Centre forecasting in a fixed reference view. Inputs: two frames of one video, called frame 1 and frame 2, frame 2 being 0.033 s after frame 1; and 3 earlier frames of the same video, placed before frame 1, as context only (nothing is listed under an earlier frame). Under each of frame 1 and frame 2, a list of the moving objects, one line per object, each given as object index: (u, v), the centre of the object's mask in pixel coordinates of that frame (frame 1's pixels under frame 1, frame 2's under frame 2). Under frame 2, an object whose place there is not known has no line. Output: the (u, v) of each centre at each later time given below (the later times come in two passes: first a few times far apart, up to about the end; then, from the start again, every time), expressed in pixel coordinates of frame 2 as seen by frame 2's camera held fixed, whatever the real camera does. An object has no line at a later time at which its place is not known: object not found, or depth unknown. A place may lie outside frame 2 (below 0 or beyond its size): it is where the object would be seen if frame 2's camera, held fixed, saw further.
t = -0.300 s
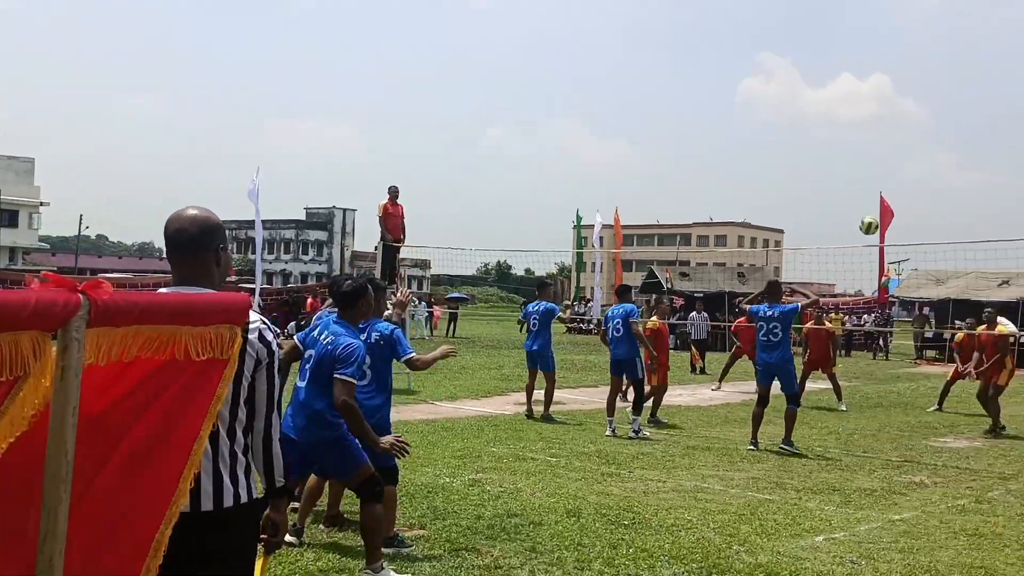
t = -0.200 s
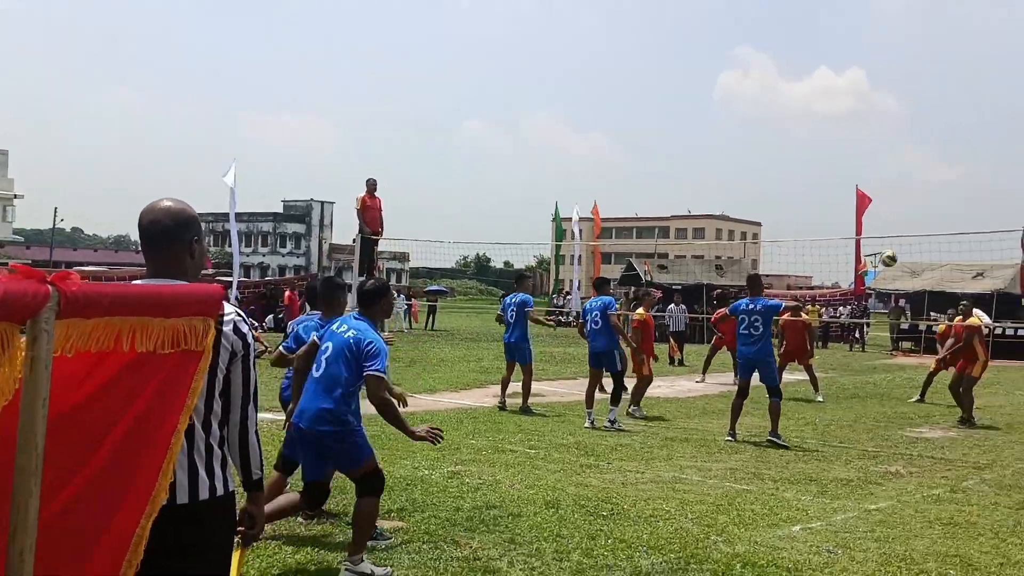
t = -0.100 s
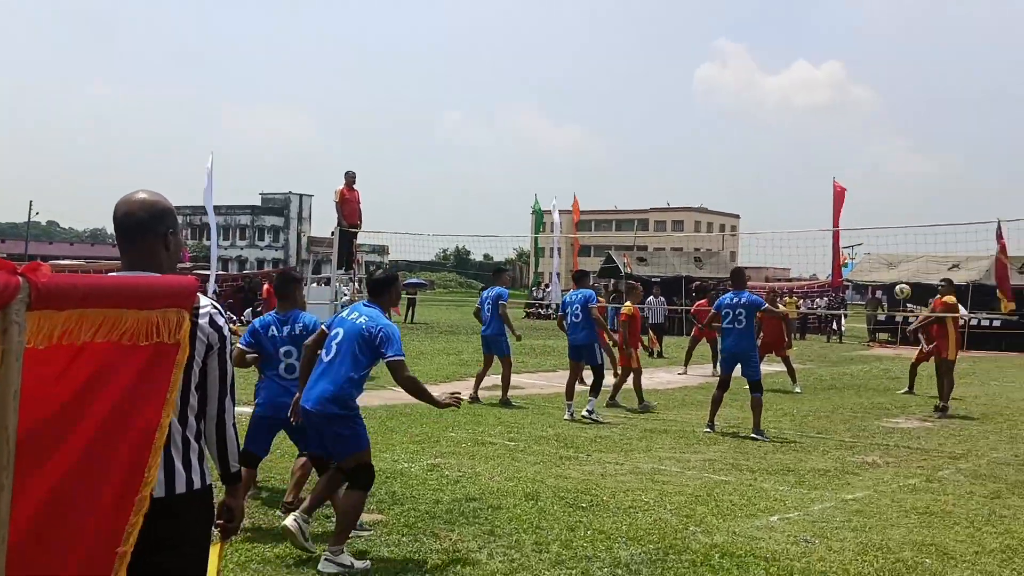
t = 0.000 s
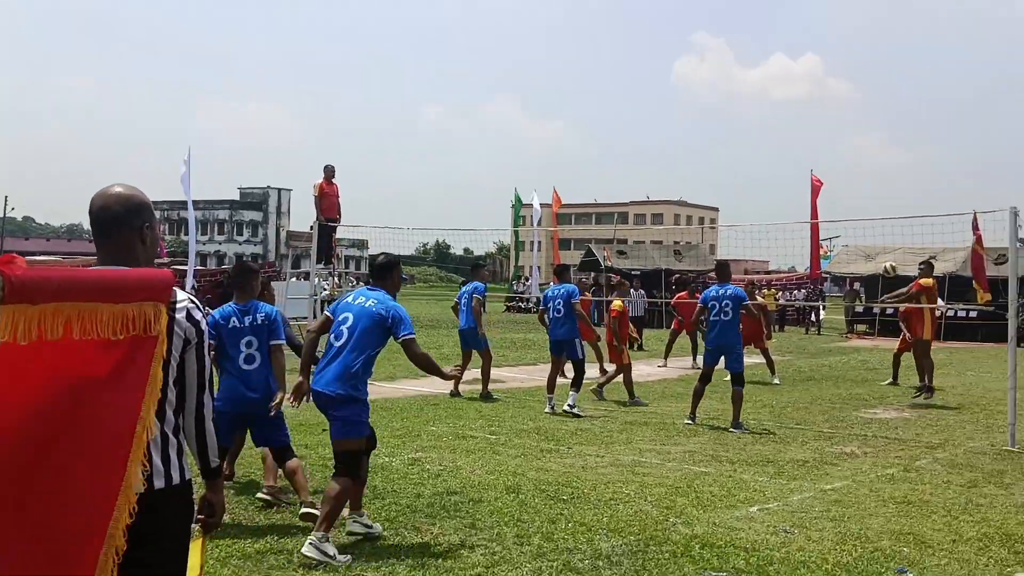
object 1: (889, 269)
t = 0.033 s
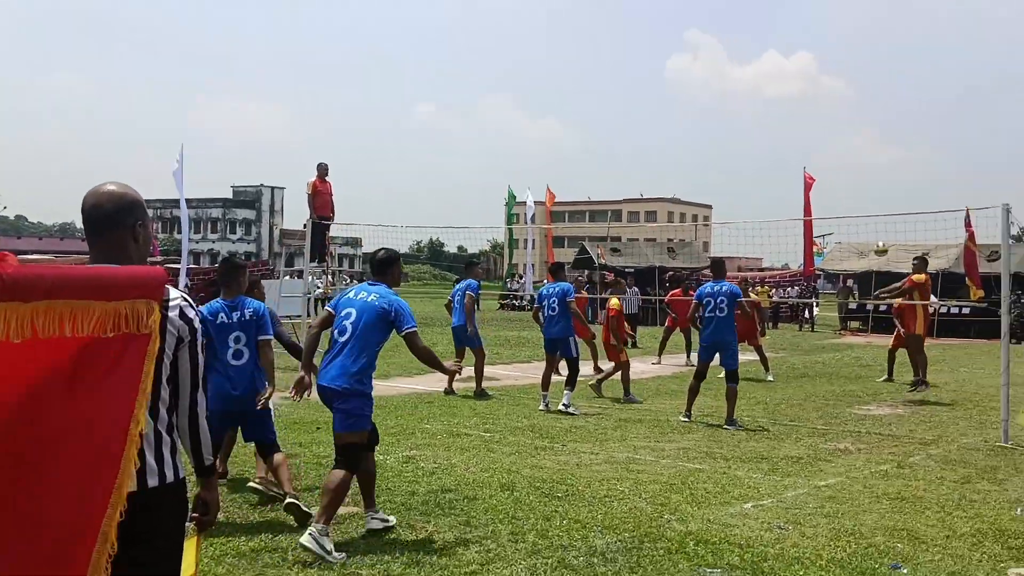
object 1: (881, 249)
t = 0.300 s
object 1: (861, 140)
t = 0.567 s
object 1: (844, 81)
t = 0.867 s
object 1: (828, 76)
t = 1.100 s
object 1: (811, 120)
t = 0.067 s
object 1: (878, 234)
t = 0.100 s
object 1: (876, 218)
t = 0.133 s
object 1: (873, 203)
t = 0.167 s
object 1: (871, 189)
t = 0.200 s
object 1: (869, 175)
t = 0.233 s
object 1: (867, 163)
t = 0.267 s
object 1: (864, 151)
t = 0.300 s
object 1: (861, 140)
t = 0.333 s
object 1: (859, 129)
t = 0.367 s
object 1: (857, 120)
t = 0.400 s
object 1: (855, 112)
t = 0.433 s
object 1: (852, 104)
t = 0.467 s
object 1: (849, 98)
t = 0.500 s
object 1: (847, 92)
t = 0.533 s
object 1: (846, 86)
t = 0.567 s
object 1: (844, 81)
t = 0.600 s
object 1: (841, 78)
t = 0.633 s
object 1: (839, 75)
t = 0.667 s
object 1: (837, 73)
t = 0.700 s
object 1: (836, 72)
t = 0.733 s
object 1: (835, 70)
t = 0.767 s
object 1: (834, 70)
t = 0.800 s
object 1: (832, 72)
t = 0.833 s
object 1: (830, 74)
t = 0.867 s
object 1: (828, 76)
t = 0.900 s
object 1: (825, 80)
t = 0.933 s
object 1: (822, 85)
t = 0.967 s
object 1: (819, 92)
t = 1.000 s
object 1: (817, 98)
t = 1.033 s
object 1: (816, 104)
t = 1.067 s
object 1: (814, 111)
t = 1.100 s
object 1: (811, 120)
